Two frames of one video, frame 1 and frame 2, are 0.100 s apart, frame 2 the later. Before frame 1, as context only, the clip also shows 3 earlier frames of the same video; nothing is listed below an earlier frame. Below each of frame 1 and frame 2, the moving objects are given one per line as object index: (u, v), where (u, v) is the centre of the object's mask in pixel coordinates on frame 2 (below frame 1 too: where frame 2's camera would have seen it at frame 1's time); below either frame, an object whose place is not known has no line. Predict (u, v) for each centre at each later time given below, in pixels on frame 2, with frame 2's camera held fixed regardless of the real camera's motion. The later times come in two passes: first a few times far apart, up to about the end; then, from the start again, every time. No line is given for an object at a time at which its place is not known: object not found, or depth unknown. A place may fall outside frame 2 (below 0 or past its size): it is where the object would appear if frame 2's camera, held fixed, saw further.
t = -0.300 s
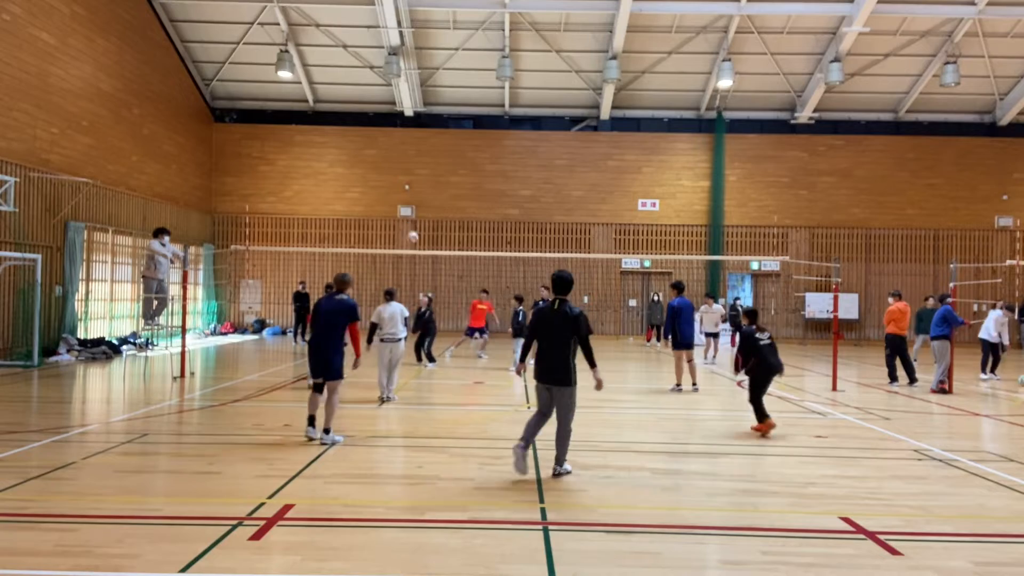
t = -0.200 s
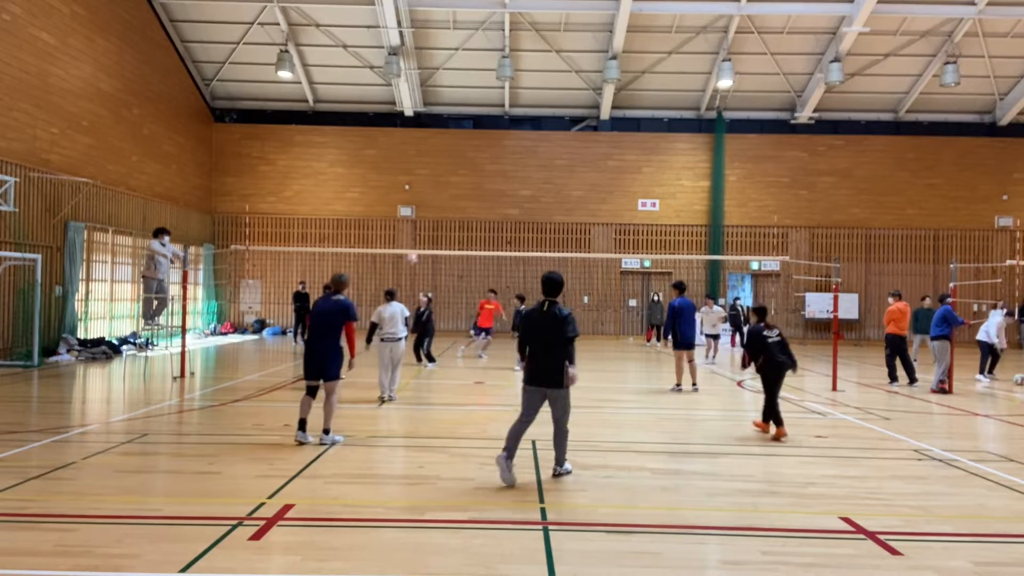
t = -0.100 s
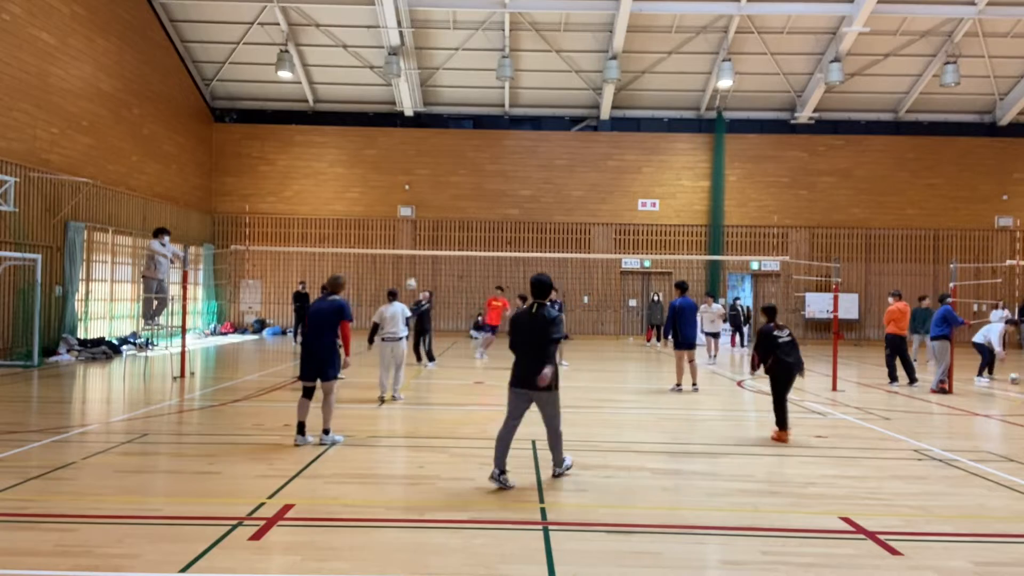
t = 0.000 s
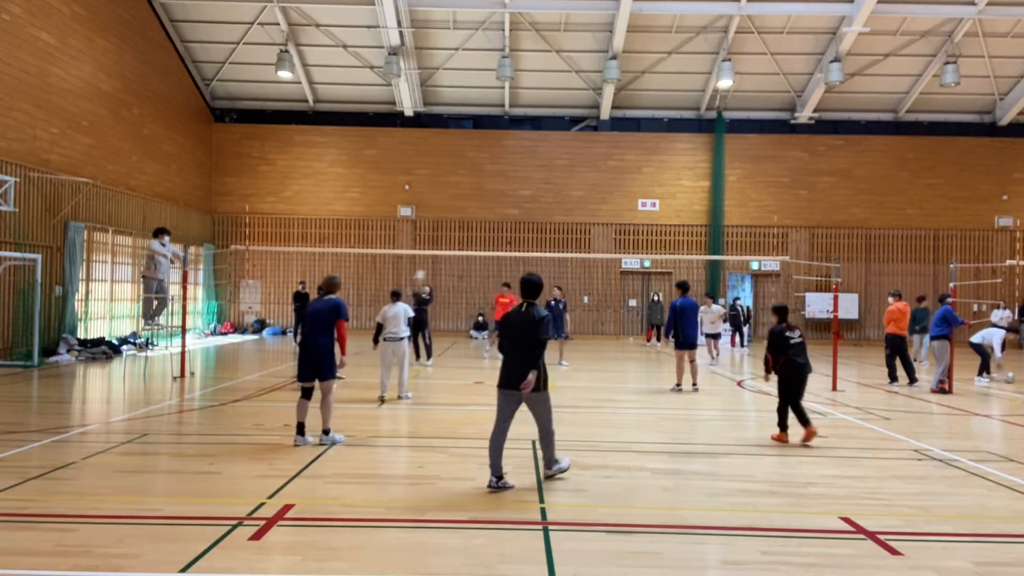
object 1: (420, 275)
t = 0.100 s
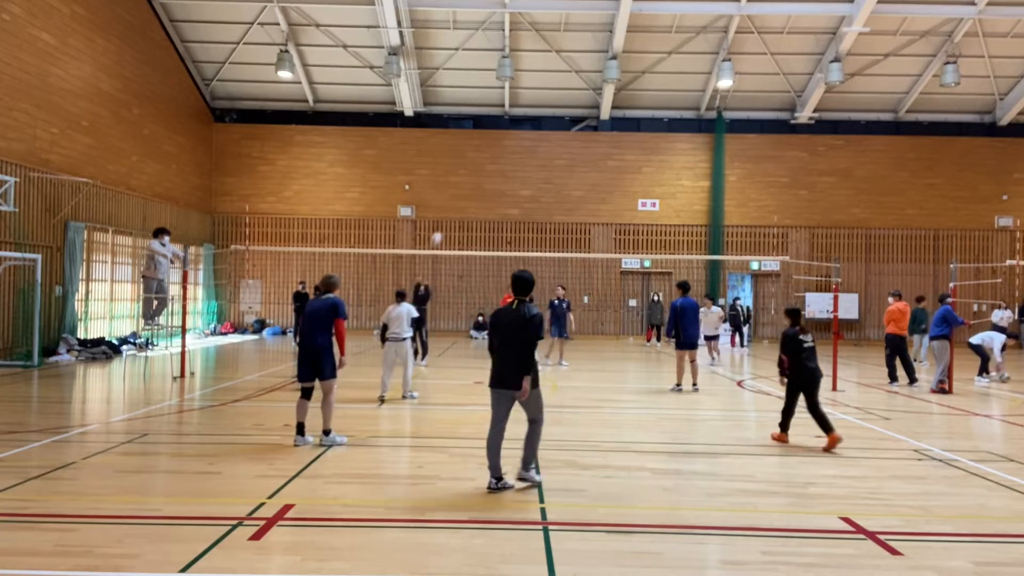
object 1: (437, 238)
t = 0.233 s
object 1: (457, 197)
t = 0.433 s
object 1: (487, 151)
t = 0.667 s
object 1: (519, 123)
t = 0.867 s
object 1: (546, 121)
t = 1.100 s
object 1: (576, 142)
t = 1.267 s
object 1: (597, 174)
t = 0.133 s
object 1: (441, 227)
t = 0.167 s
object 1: (447, 216)
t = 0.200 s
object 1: (452, 206)
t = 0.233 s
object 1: (457, 197)
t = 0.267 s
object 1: (462, 188)
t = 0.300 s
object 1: (467, 179)
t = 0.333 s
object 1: (472, 172)
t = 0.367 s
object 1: (477, 164)
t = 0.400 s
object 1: (481, 157)
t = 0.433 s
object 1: (487, 151)
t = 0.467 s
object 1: (491, 146)
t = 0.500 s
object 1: (496, 140)
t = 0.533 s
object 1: (500, 136)
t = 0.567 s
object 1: (505, 132)
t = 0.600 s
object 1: (510, 129)
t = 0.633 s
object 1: (514, 126)
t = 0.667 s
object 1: (519, 123)
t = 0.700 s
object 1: (523, 122)
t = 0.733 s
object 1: (528, 120)
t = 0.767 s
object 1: (532, 120)
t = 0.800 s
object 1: (537, 120)
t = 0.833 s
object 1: (541, 120)
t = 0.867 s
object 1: (546, 121)
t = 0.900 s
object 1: (550, 123)
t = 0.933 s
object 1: (555, 125)
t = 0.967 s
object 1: (559, 127)
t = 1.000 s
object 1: (563, 130)
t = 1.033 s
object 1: (568, 133)
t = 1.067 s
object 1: (572, 137)
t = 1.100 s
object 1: (576, 142)
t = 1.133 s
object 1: (581, 147)
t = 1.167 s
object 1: (585, 153)
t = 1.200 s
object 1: (589, 160)
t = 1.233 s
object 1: (593, 166)
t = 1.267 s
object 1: (597, 174)
